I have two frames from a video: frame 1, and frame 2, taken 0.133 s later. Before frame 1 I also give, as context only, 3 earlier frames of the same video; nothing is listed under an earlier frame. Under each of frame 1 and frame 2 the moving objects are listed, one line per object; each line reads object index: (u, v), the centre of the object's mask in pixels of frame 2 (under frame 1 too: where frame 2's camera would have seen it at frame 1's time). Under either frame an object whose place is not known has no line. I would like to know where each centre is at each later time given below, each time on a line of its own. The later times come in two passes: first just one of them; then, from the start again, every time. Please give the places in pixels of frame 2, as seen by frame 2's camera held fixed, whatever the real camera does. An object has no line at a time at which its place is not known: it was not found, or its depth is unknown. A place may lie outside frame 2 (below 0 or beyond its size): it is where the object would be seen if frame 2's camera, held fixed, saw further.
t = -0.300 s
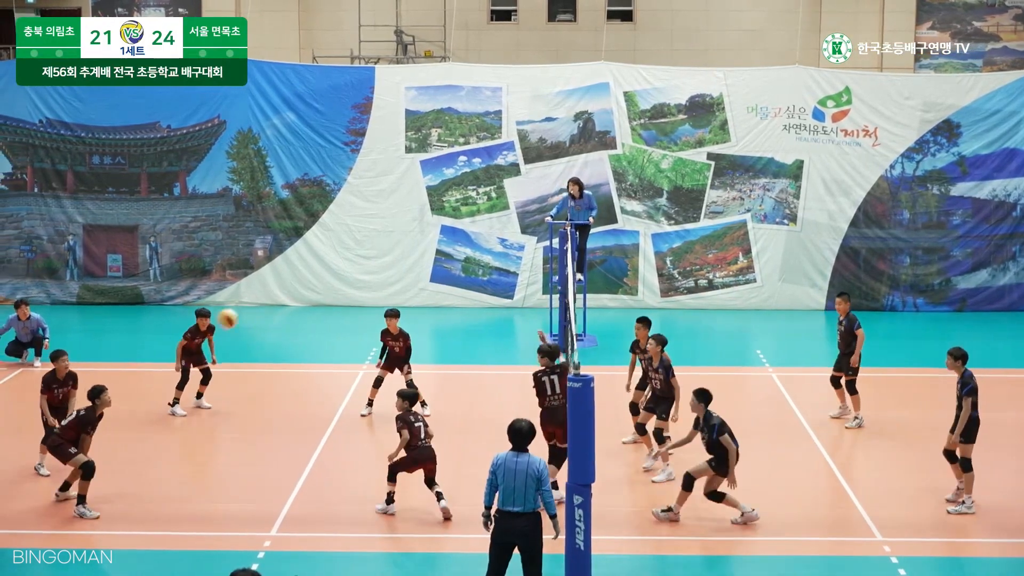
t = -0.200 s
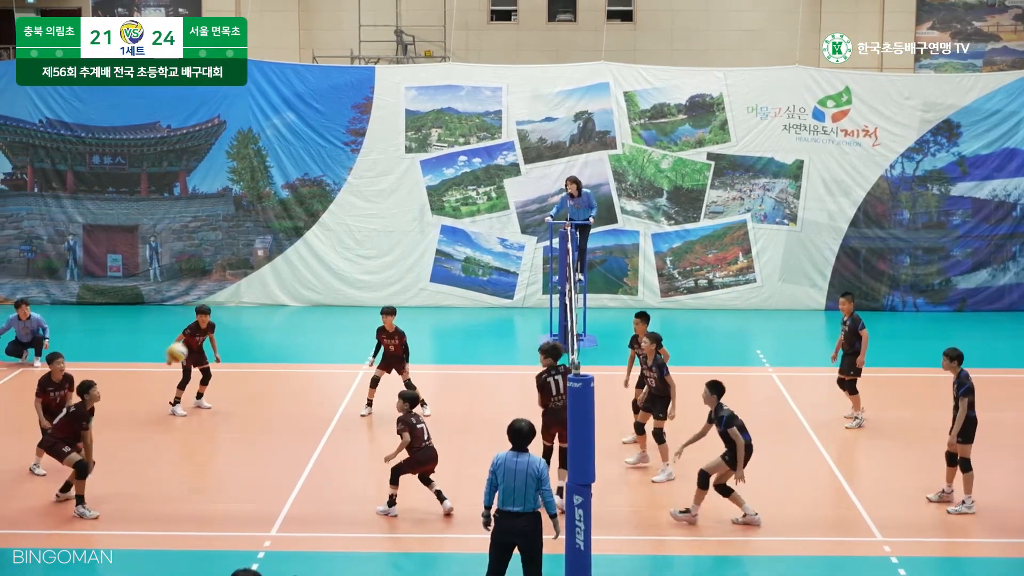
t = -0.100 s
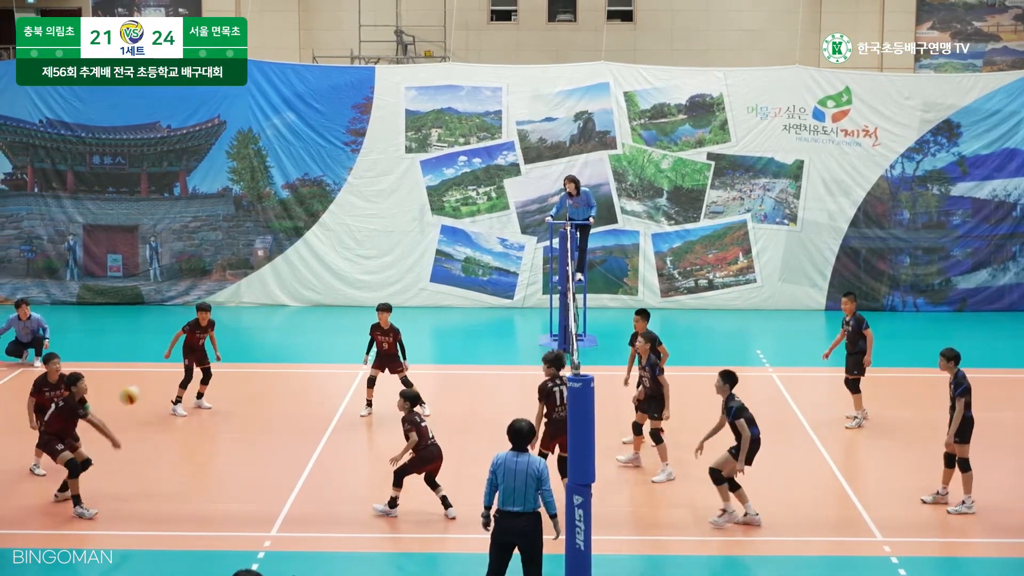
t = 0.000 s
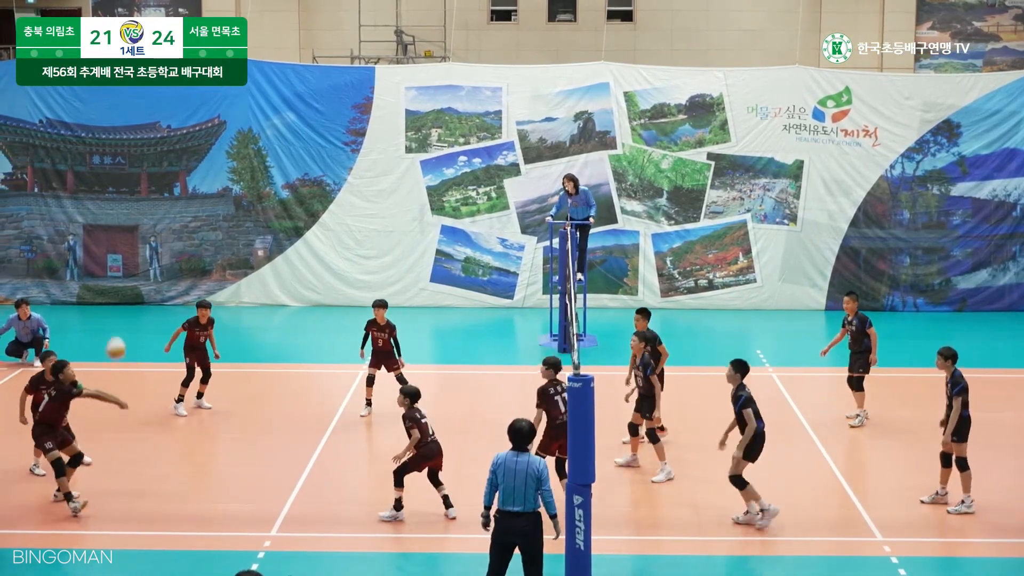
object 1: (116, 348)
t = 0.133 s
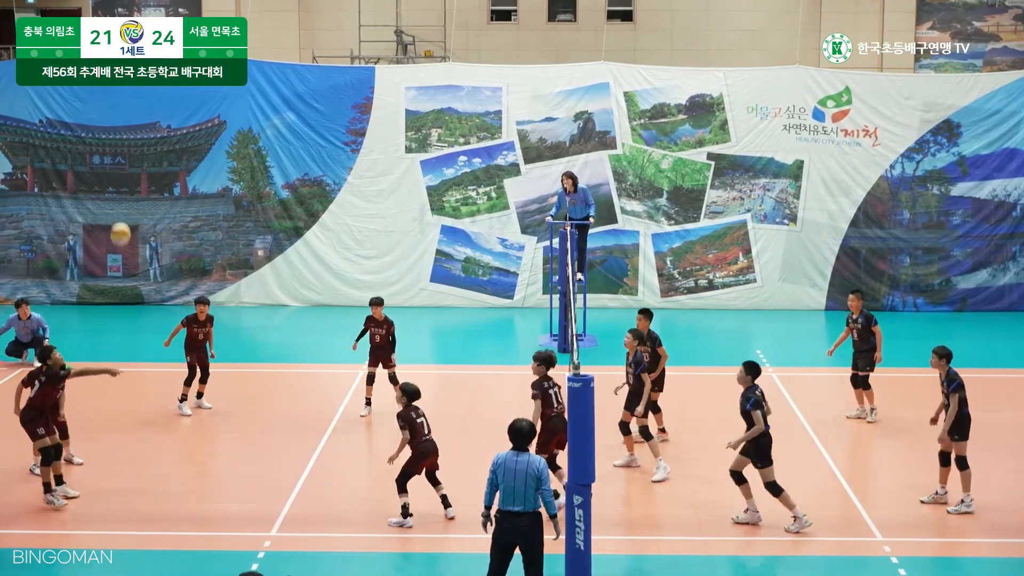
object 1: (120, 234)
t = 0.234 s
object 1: (124, 159)
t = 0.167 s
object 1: (121, 208)
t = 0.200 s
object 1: (123, 183)
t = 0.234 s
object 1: (124, 159)
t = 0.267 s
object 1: (125, 136)
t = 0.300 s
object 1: (127, 114)
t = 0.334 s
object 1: (129, 95)
